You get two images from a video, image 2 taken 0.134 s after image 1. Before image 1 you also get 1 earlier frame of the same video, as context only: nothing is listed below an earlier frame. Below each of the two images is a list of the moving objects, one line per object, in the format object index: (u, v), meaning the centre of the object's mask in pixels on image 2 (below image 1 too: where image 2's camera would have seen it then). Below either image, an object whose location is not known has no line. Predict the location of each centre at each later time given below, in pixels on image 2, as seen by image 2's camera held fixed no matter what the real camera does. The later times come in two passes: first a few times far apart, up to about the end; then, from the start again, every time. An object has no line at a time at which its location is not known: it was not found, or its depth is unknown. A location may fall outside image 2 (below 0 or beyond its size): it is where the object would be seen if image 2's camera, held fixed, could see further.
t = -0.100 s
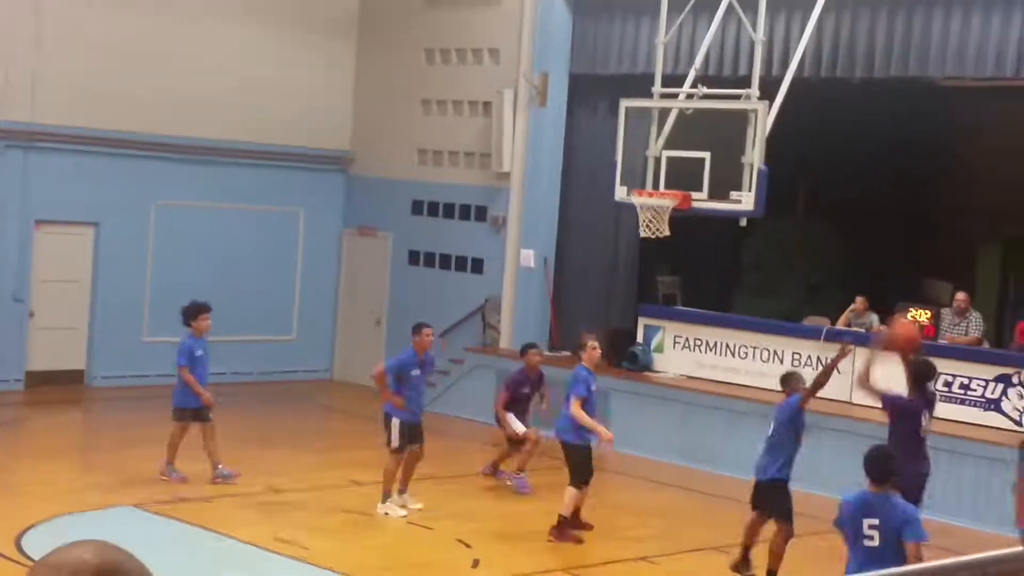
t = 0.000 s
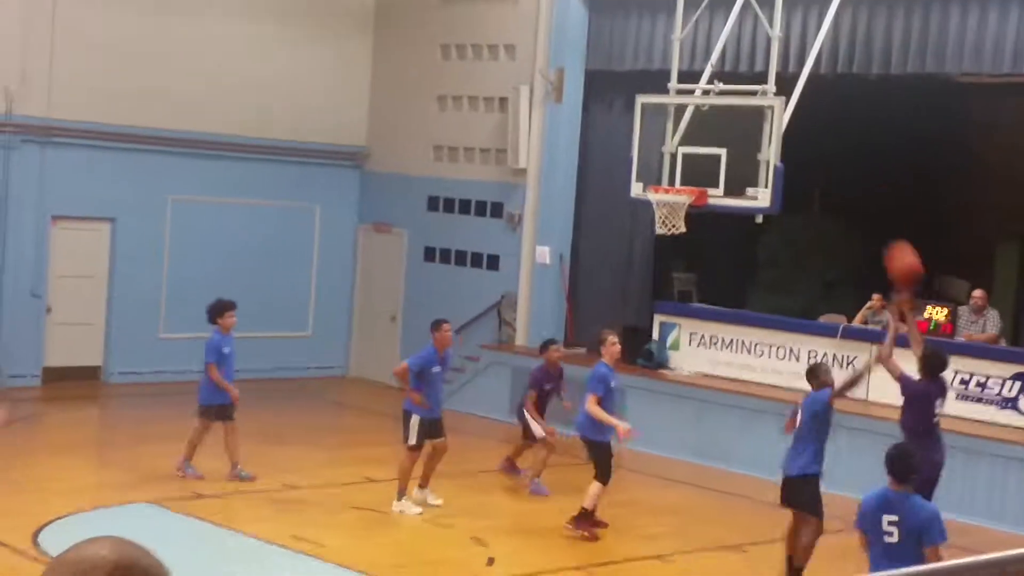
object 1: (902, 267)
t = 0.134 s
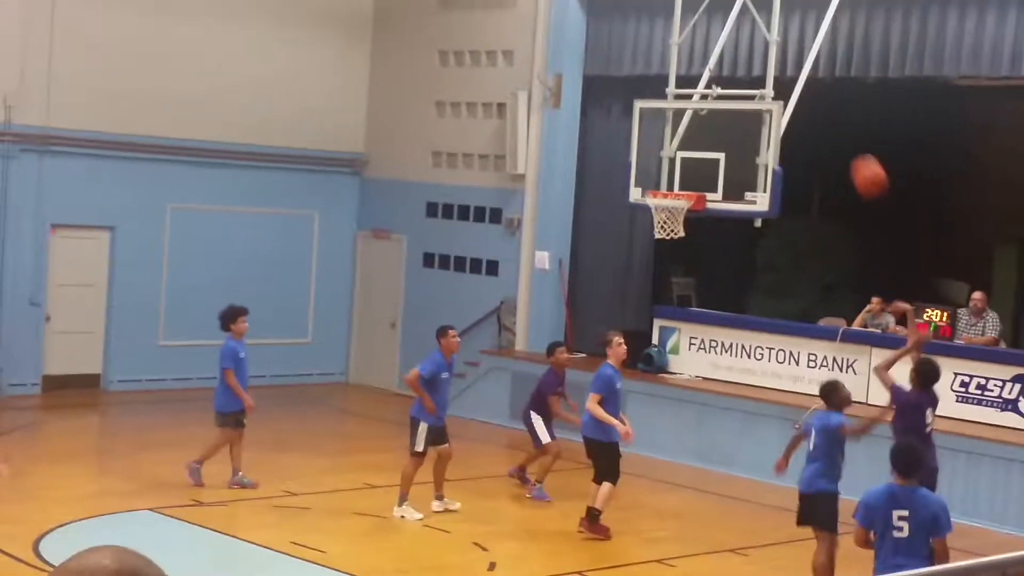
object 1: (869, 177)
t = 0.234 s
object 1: (845, 130)
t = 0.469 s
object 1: (788, 76)
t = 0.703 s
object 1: (738, 89)
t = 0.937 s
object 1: (691, 155)
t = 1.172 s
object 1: (681, 132)
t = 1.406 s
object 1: (681, 103)
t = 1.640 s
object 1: (680, 125)
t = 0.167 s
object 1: (861, 160)
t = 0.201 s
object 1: (853, 143)
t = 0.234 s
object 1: (845, 130)
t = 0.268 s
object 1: (837, 117)
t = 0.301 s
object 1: (830, 106)
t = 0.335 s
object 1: (822, 98)
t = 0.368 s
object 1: (816, 92)
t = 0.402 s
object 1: (807, 84)
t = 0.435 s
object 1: (798, 79)
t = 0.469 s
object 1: (788, 76)
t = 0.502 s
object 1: (783, 74)
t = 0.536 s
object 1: (775, 74)
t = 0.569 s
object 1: (768, 75)
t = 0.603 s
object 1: (759, 76)
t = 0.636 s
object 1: (752, 79)
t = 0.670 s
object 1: (745, 84)
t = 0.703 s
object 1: (738, 89)
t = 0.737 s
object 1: (731, 94)
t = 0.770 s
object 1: (723, 105)
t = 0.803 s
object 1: (717, 113)
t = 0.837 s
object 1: (710, 124)
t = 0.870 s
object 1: (703, 132)
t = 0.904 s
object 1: (697, 141)
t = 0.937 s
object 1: (691, 155)
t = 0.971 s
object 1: (685, 169)
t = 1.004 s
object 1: (678, 182)
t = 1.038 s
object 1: (677, 172)
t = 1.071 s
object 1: (679, 161)
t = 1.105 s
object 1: (680, 150)
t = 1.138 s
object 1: (681, 139)
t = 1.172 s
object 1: (681, 132)
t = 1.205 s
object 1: (681, 124)
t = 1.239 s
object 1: (681, 118)
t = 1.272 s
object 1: (682, 113)
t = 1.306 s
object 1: (682, 108)
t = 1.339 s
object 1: (681, 105)
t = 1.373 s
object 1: (681, 104)
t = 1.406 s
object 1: (681, 103)
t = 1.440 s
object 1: (680, 104)
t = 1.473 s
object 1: (681, 104)
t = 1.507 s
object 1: (681, 105)
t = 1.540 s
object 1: (681, 107)
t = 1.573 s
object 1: (681, 114)
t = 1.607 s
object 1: (680, 119)
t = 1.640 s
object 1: (680, 125)
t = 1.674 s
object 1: (678, 133)
